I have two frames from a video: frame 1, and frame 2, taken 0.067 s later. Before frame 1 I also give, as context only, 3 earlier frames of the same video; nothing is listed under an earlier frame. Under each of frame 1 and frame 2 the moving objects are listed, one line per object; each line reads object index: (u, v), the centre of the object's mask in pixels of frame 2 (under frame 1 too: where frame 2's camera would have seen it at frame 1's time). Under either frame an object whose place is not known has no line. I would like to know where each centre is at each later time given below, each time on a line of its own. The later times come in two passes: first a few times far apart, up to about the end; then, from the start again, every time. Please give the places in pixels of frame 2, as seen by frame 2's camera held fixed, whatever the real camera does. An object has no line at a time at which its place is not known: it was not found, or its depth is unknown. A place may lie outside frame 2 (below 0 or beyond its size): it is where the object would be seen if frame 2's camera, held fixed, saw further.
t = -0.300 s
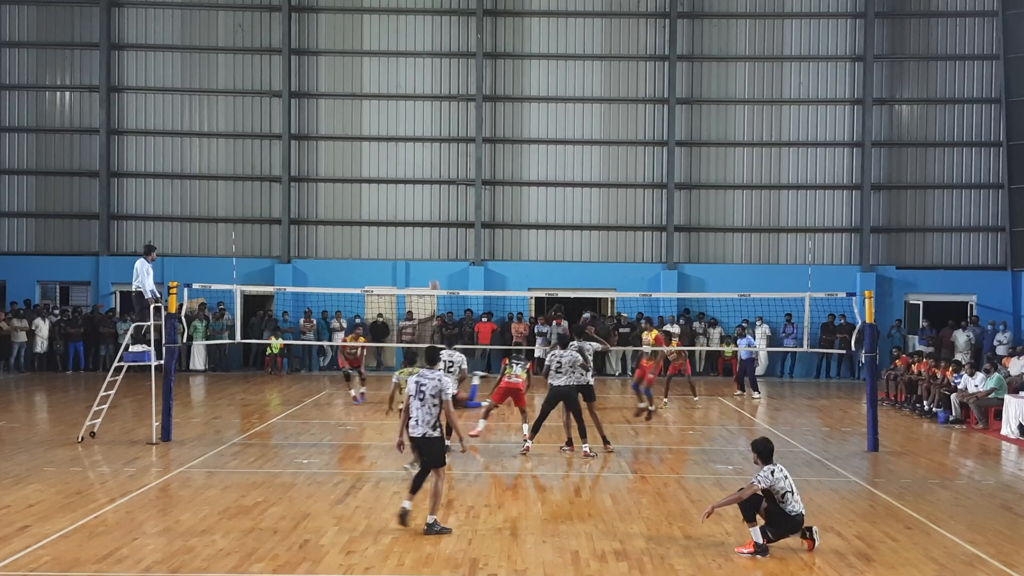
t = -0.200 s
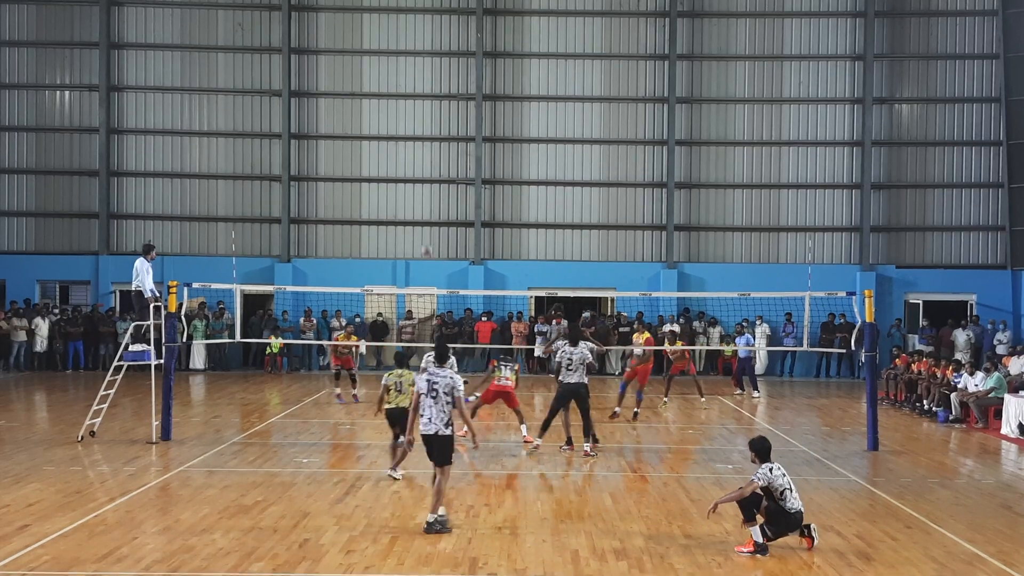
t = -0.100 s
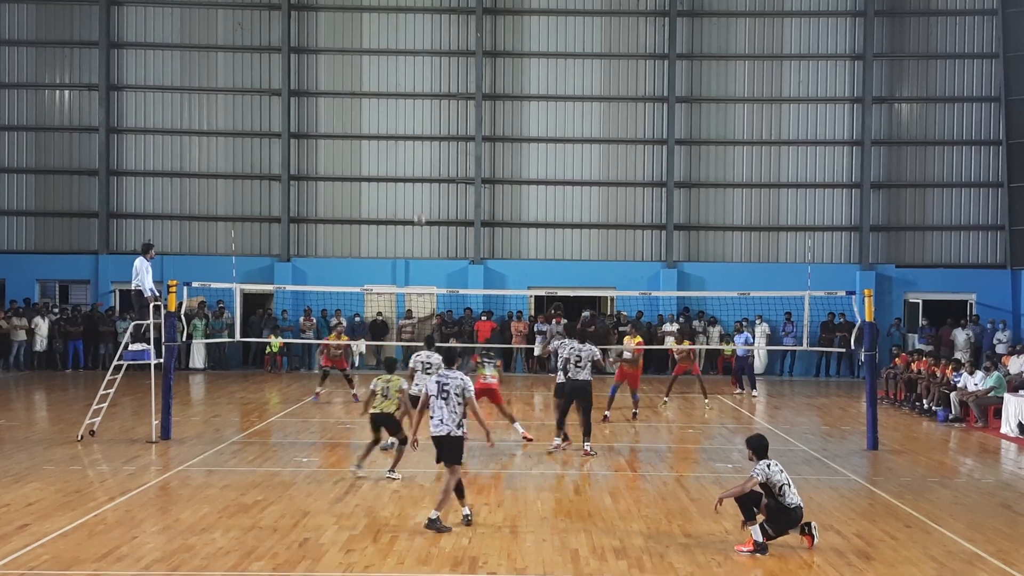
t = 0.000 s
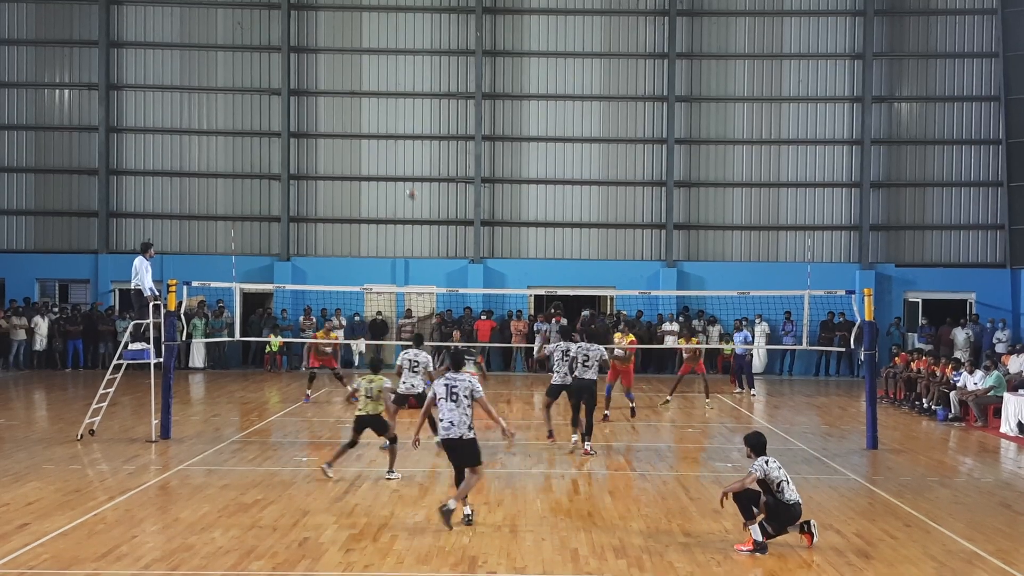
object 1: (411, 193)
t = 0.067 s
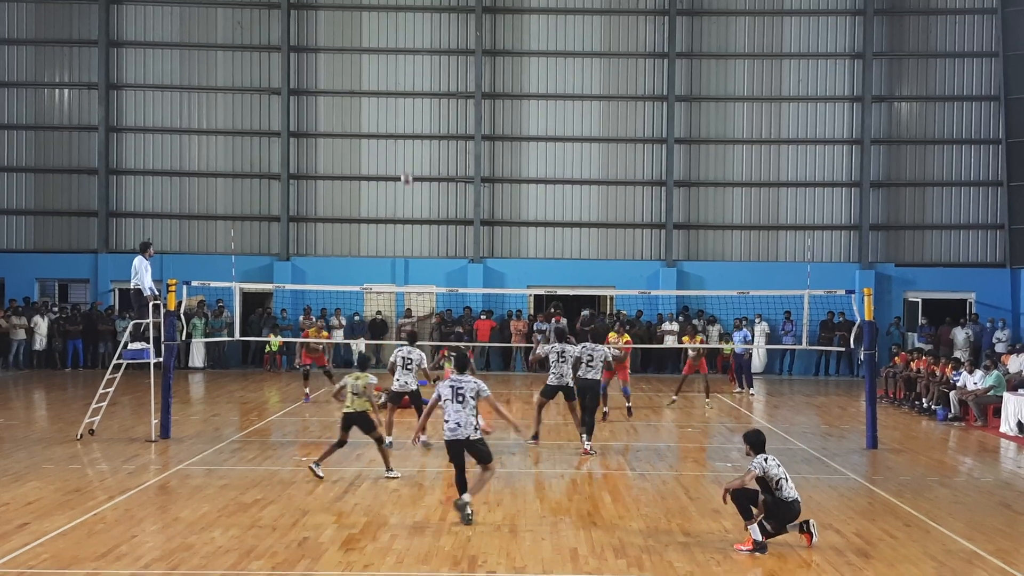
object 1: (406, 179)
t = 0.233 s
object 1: (393, 152)
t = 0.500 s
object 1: (372, 139)
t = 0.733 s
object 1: (353, 159)
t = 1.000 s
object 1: (330, 219)
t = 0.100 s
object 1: (404, 173)
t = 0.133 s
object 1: (401, 167)
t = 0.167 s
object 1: (398, 161)
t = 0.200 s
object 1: (396, 157)
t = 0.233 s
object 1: (393, 152)
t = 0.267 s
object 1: (391, 149)
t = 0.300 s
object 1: (388, 145)
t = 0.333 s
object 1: (386, 143)
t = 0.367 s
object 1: (383, 142)
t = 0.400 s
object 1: (380, 140)
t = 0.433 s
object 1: (378, 139)
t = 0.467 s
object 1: (375, 139)
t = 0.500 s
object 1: (372, 139)
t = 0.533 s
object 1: (369, 140)
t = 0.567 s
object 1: (367, 142)
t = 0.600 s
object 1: (364, 145)
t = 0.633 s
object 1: (361, 147)
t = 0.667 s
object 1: (359, 150)
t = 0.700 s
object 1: (355, 155)
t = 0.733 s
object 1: (353, 159)
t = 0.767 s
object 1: (350, 165)
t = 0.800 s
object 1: (347, 171)
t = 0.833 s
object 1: (344, 177)
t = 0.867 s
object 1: (342, 184)
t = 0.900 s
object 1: (339, 193)
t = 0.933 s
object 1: (335, 200)
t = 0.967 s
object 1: (332, 209)
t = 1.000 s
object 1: (330, 219)
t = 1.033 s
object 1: (326, 229)
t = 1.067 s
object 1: (324, 240)
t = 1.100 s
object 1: (320, 251)
